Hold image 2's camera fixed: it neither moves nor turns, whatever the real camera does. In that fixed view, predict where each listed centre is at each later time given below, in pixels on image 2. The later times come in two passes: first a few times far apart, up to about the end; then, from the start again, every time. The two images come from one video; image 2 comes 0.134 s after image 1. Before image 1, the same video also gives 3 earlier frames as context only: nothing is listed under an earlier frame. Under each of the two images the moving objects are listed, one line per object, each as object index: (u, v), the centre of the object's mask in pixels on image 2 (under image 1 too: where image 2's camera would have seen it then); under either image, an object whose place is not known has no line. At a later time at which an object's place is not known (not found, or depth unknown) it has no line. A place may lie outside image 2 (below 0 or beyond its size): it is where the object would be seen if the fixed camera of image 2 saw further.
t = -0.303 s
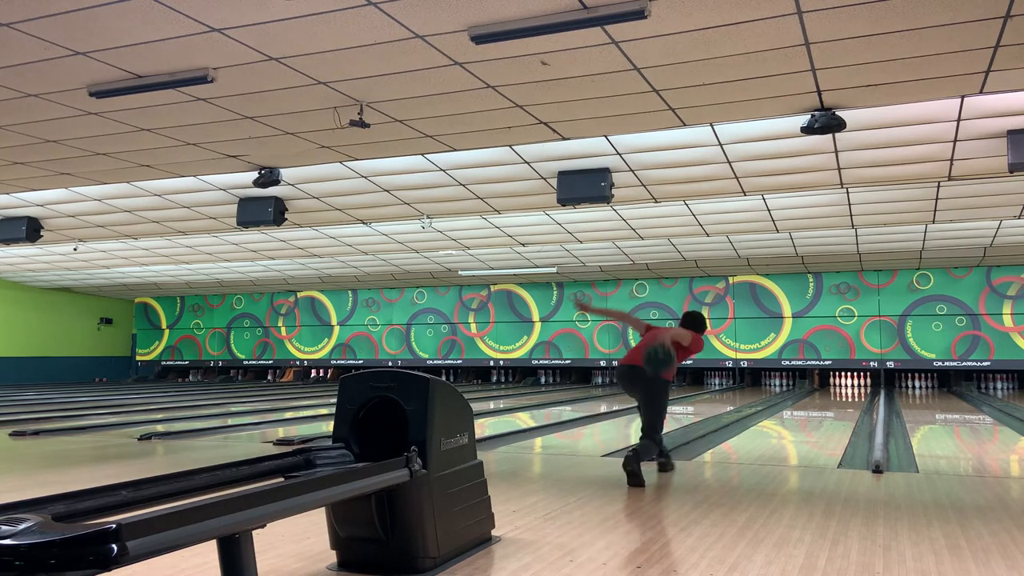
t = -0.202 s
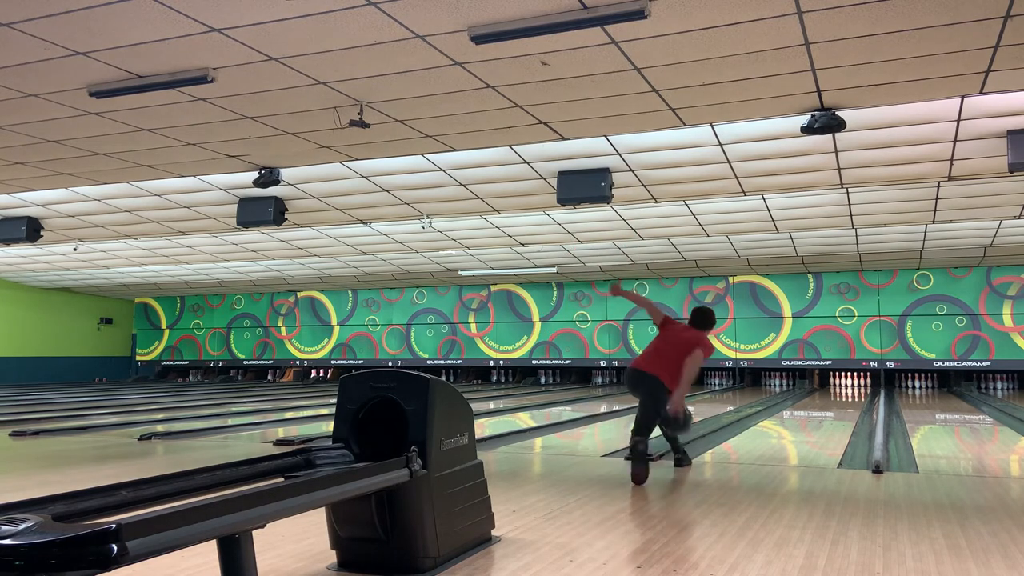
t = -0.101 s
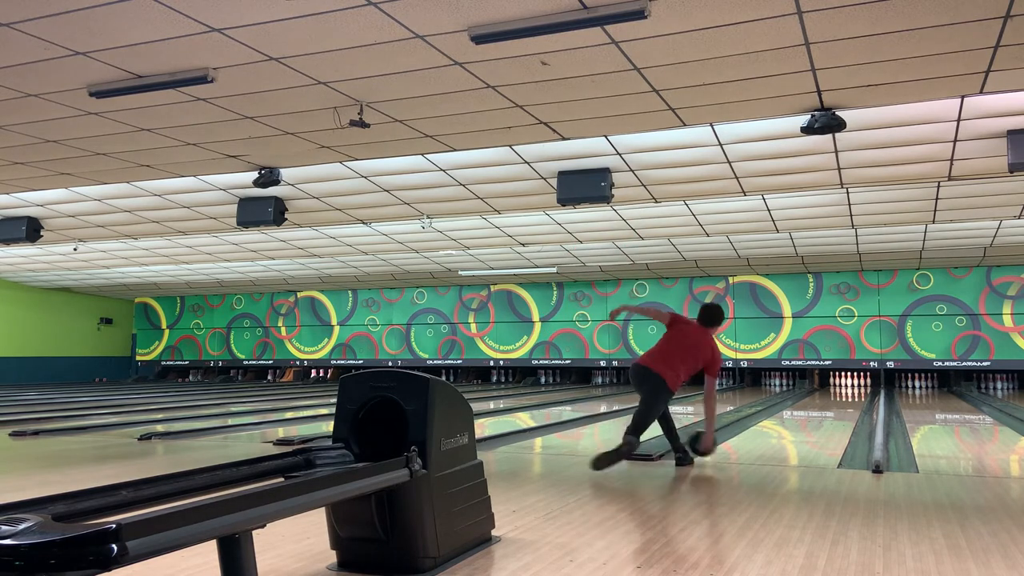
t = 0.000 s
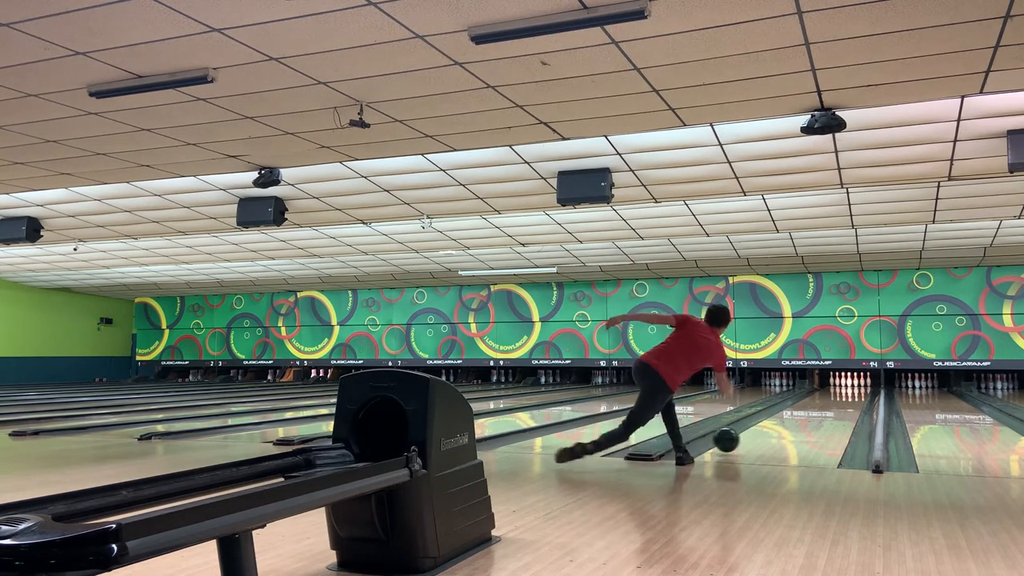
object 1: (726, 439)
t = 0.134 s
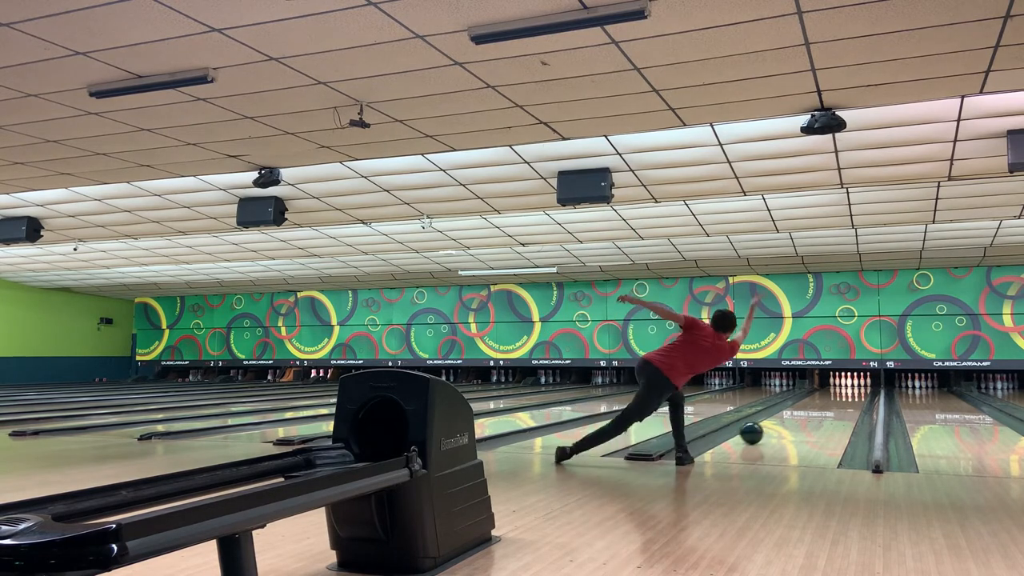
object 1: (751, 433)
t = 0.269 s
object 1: (771, 425)
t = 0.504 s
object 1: (798, 415)
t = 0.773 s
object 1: (820, 407)
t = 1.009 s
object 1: (835, 401)
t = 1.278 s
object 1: (847, 396)
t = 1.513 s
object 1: (856, 393)
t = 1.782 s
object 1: (862, 389)
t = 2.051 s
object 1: (862, 387)
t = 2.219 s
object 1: (860, 385)
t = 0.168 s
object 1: (757, 431)
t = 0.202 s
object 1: (762, 429)
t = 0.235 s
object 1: (767, 427)
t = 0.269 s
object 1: (771, 425)
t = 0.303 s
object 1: (776, 423)
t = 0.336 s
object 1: (780, 421)
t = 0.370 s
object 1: (784, 420)
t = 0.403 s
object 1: (787, 419)
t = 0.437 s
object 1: (791, 418)
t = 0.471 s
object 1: (795, 416)
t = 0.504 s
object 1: (798, 415)
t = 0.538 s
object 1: (801, 414)
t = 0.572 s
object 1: (804, 412)
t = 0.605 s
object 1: (807, 412)
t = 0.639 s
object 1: (810, 411)
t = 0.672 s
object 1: (813, 410)
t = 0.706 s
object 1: (815, 409)
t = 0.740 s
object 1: (818, 408)
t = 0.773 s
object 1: (820, 407)
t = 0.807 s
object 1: (823, 406)
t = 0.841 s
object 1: (824, 405)
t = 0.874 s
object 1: (827, 404)
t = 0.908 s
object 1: (828, 404)
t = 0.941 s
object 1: (831, 403)
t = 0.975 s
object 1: (833, 402)
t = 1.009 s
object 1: (835, 401)
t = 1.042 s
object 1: (836, 400)
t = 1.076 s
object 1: (838, 400)
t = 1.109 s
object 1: (840, 399)
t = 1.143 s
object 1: (841, 399)
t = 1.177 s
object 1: (843, 398)
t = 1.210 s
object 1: (844, 397)
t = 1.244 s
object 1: (845, 397)
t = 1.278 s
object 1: (847, 396)
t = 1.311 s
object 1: (848, 396)
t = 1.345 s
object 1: (850, 395)
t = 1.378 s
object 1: (851, 395)
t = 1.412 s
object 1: (852, 394)
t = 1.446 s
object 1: (853, 394)
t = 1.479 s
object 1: (855, 394)
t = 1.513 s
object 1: (856, 393)
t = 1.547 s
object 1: (856, 392)
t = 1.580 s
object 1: (857, 392)
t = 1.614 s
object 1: (858, 392)
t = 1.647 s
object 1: (859, 391)
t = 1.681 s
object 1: (859, 391)
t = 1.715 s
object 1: (860, 390)
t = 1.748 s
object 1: (861, 390)
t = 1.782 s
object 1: (862, 389)
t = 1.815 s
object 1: (862, 389)
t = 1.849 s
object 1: (862, 388)
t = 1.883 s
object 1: (862, 388)
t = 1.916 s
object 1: (862, 388)
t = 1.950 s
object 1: (862, 387)
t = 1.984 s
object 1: (862, 387)
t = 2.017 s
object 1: (862, 387)
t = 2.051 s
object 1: (862, 387)
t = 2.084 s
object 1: (862, 387)
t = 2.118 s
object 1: (862, 387)
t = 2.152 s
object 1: (862, 387)
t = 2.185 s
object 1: (862, 386)
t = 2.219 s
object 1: (860, 385)
